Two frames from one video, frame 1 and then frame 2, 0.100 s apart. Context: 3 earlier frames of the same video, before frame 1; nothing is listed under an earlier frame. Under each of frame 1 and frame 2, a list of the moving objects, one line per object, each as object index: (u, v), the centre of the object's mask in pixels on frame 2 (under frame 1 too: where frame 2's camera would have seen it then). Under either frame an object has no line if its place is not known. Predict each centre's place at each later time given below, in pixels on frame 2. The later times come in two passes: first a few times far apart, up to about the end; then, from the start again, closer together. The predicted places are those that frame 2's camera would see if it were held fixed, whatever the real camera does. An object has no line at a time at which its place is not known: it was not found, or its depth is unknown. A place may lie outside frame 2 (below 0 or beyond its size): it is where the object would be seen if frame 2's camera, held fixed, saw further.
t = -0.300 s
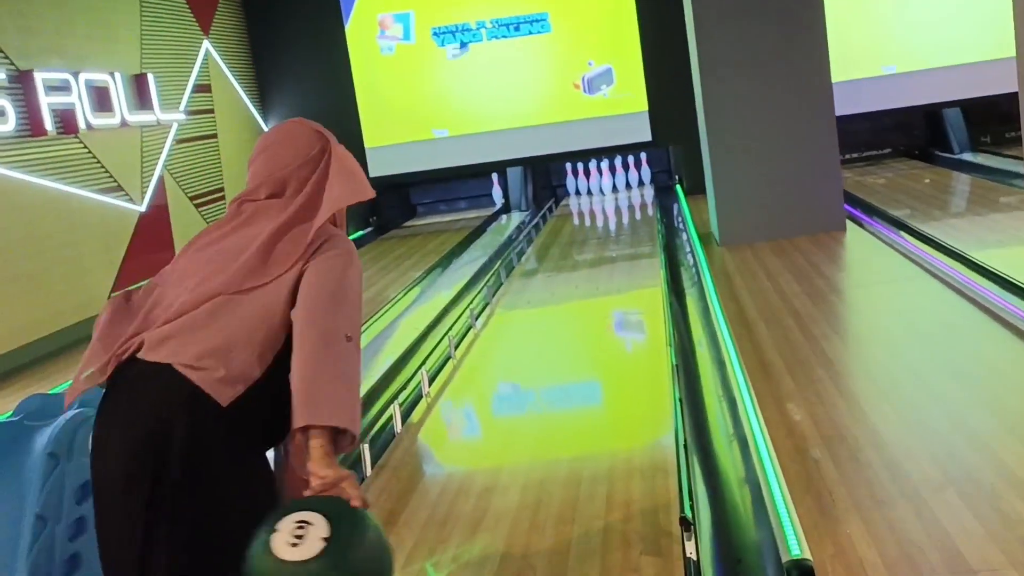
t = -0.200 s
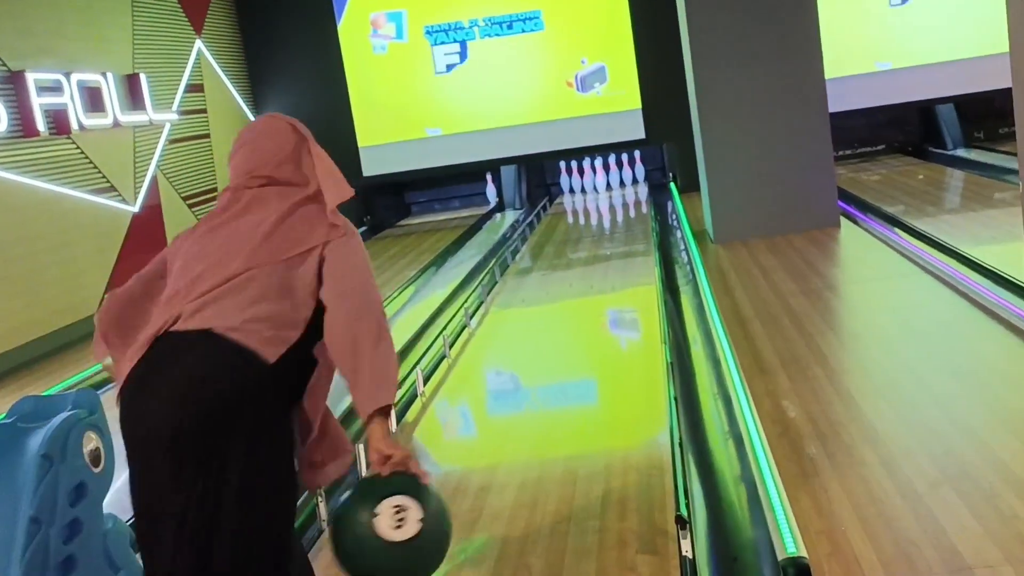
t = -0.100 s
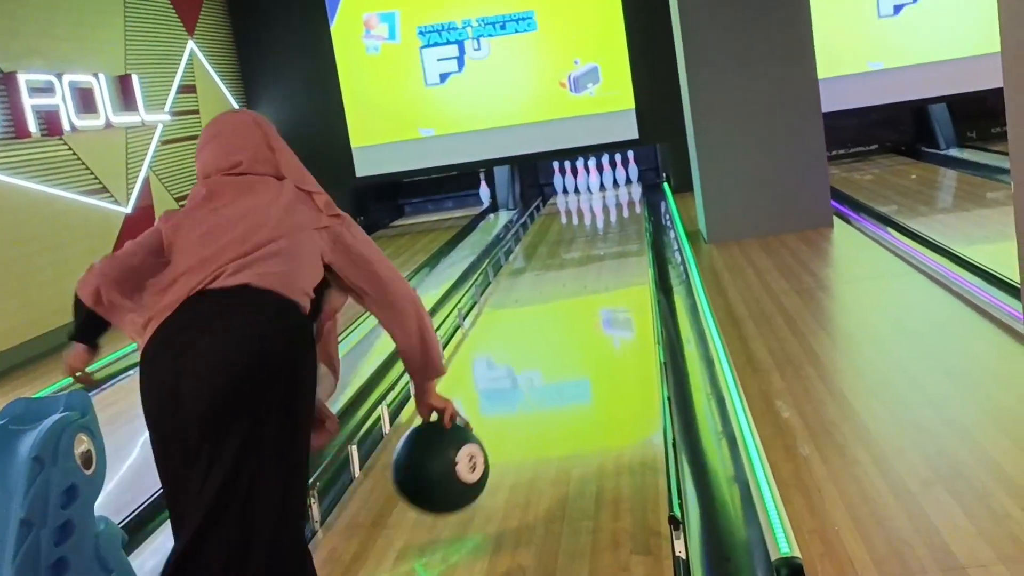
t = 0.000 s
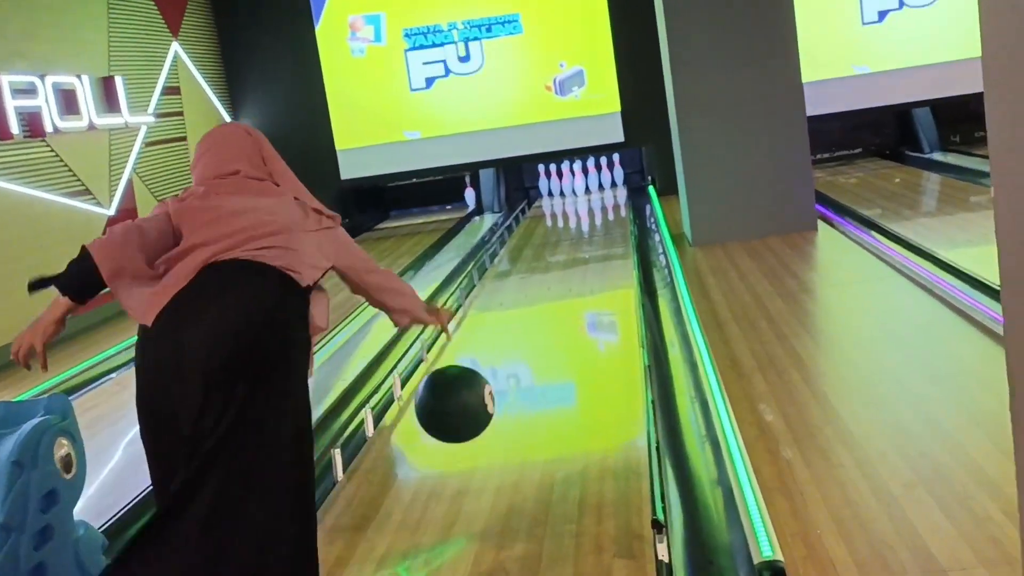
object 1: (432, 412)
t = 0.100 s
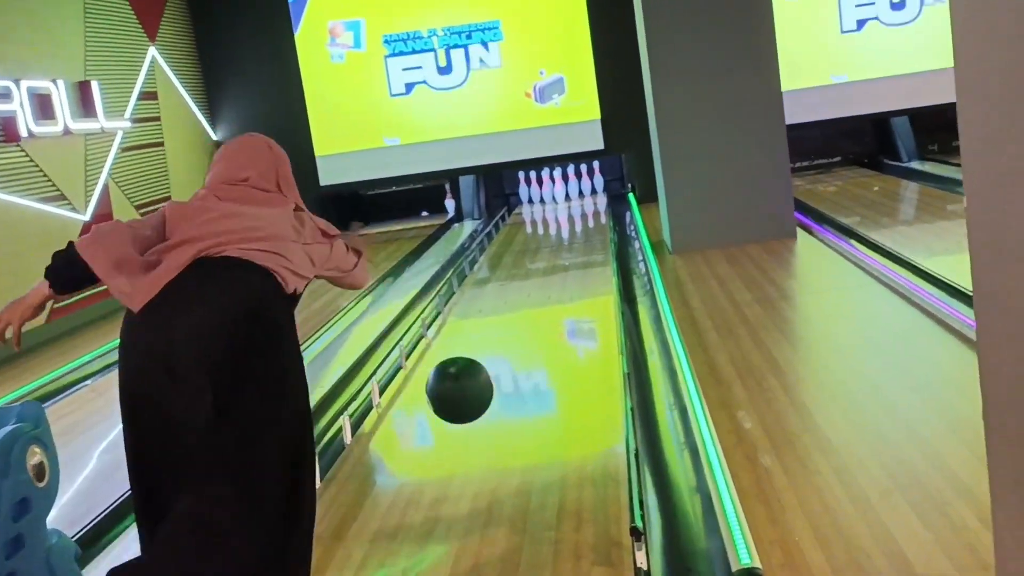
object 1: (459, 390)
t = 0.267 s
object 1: (489, 375)
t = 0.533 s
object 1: (511, 315)
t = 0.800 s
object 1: (523, 279)
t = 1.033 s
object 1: (530, 256)
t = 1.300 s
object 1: (535, 238)
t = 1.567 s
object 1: (539, 226)
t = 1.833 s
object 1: (542, 216)
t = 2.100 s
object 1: (546, 206)
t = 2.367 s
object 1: (548, 199)
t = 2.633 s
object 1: (530, 197)
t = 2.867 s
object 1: (512, 201)
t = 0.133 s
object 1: (467, 391)
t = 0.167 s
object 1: (475, 394)
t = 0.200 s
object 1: (482, 399)
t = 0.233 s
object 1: (487, 392)
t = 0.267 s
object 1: (489, 375)
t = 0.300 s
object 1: (492, 362)
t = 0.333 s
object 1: (495, 351)
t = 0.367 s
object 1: (498, 344)
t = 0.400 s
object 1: (501, 340)
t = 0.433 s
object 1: (505, 338)
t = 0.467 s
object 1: (506, 328)
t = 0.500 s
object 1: (509, 320)
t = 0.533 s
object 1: (511, 315)
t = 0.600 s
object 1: (513, 308)
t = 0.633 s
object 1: (516, 299)
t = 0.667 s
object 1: (518, 295)
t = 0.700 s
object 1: (519, 290)
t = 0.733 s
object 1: (521, 285)
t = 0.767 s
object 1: (522, 281)
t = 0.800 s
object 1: (523, 279)
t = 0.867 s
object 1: (526, 270)
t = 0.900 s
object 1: (526, 267)
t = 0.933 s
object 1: (527, 264)
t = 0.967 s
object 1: (528, 261)
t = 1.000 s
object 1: (529, 258)
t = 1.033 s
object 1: (530, 256)
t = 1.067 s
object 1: (530, 253)
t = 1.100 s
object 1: (531, 250)
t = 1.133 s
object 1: (532, 248)
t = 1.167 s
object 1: (533, 246)
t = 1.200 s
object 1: (533, 244)
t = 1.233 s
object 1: (534, 242)
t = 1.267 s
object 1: (534, 240)
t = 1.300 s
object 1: (535, 238)
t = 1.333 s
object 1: (535, 237)
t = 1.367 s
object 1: (536, 235)
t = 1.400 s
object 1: (536, 233)
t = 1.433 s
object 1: (537, 232)
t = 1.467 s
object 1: (537, 231)
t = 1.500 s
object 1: (538, 229)
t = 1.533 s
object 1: (538, 228)
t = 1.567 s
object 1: (539, 226)
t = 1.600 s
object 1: (539, 225)
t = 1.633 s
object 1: (540, 223)
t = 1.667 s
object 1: (540, 222)
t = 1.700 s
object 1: (541, 221)
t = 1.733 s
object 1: (541, 220)
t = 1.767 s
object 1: (542, 218)
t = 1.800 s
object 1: (542, 217)
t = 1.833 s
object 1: (542, 216)
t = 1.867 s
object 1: (542, 215)
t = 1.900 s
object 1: (543, 213)
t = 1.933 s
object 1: (543, 212)
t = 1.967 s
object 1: (544, 211)
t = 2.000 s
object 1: (545, 210)
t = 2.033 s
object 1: (545, 208)
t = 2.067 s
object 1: (545, 208)
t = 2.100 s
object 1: (546, 206)
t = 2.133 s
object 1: (546, 205)
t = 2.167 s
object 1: (546, 204)
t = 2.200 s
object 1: (547, 203)
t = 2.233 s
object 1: (547, 202)
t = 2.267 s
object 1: (548, 201)
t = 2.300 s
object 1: (548, 200)
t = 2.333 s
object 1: (548, 200)
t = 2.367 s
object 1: (548, 199)
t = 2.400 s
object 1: (548, 199)
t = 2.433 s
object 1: (548, 198)
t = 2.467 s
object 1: (545, 197)
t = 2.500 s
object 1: (543, 197)
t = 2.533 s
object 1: (540, 197)
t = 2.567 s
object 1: (537, 197)
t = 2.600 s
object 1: (533, 197)
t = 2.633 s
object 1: (530, 197)
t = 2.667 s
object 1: (527, 197)
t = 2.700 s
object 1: (524, 197)
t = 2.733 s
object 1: (520, 197)
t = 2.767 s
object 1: (518, 198)
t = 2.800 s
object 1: (515, 198)
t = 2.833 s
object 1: (513, 199)
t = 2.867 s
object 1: (512, 201)
